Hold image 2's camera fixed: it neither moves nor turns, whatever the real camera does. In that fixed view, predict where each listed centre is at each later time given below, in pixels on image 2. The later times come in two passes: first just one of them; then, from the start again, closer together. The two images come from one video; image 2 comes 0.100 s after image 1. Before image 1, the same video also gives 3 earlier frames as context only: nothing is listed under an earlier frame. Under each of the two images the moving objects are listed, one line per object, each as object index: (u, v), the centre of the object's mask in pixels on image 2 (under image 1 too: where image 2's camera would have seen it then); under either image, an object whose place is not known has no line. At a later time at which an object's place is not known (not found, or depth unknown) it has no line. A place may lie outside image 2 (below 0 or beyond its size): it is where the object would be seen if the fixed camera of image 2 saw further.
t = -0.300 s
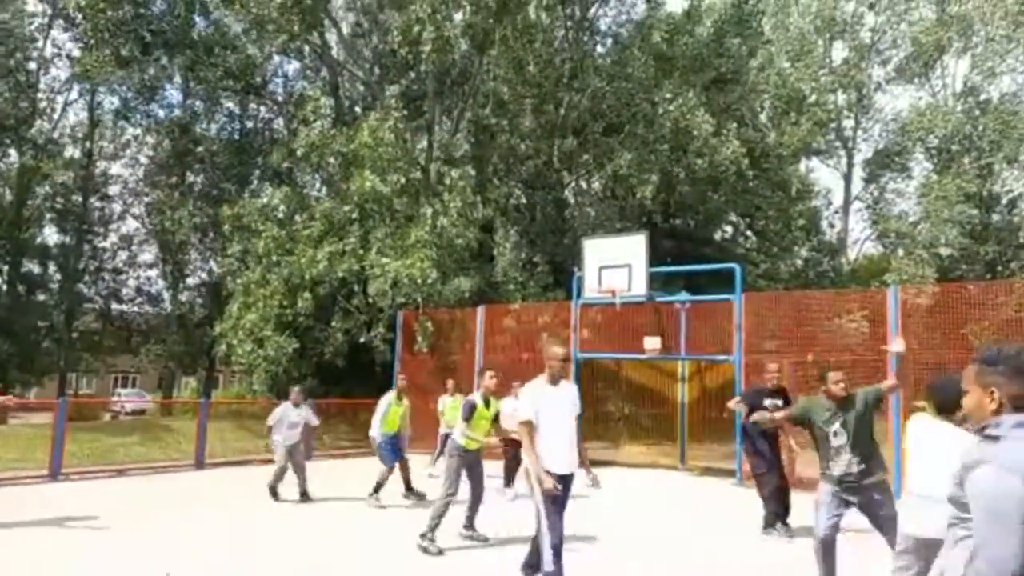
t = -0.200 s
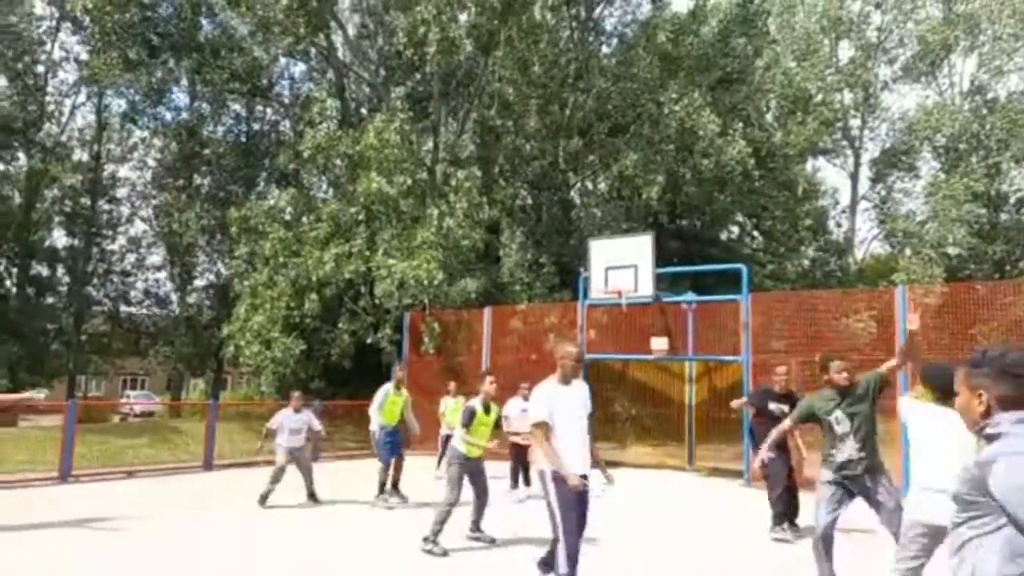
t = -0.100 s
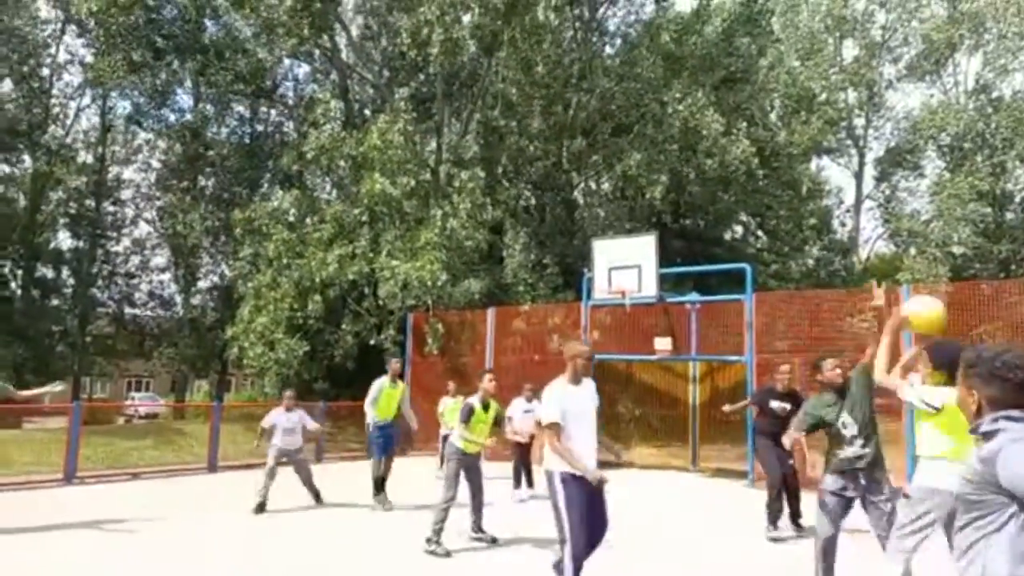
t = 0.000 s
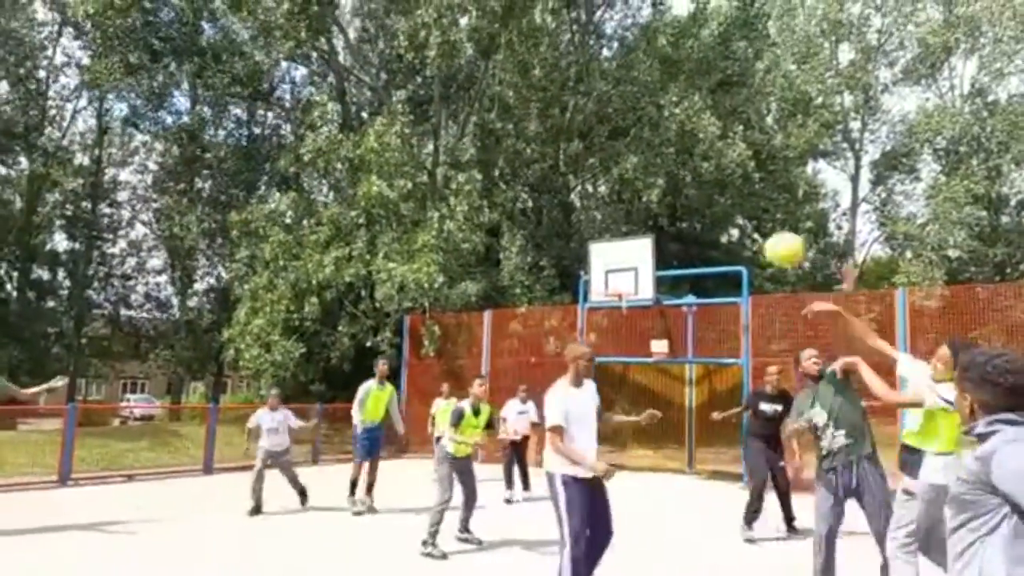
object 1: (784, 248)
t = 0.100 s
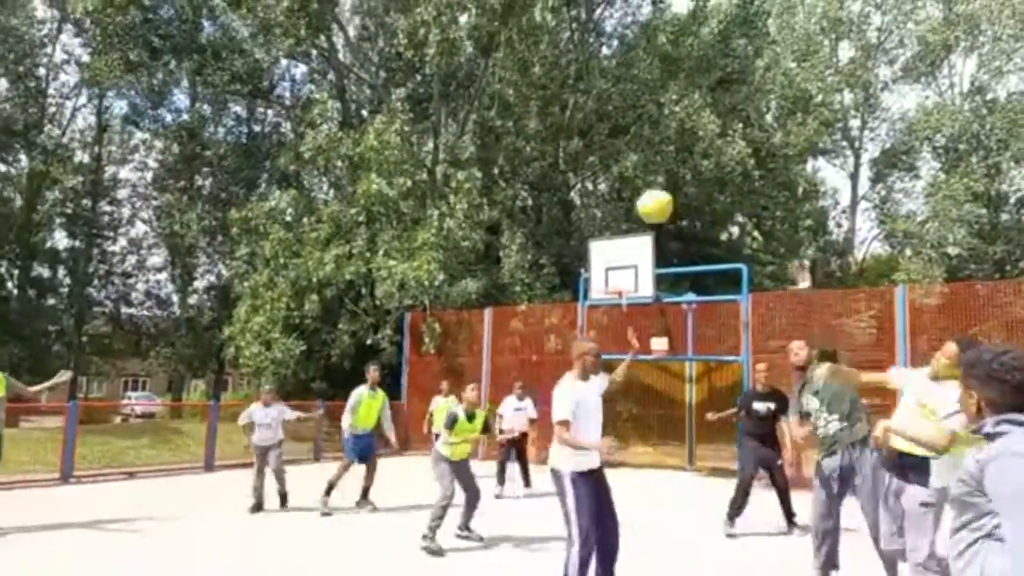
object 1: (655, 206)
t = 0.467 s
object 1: (298, 189)
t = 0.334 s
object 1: (415, 177)
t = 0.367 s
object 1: (383, 177)
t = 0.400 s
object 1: (353, 180)
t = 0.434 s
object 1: (326, 183)
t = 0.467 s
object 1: (298, 189)
